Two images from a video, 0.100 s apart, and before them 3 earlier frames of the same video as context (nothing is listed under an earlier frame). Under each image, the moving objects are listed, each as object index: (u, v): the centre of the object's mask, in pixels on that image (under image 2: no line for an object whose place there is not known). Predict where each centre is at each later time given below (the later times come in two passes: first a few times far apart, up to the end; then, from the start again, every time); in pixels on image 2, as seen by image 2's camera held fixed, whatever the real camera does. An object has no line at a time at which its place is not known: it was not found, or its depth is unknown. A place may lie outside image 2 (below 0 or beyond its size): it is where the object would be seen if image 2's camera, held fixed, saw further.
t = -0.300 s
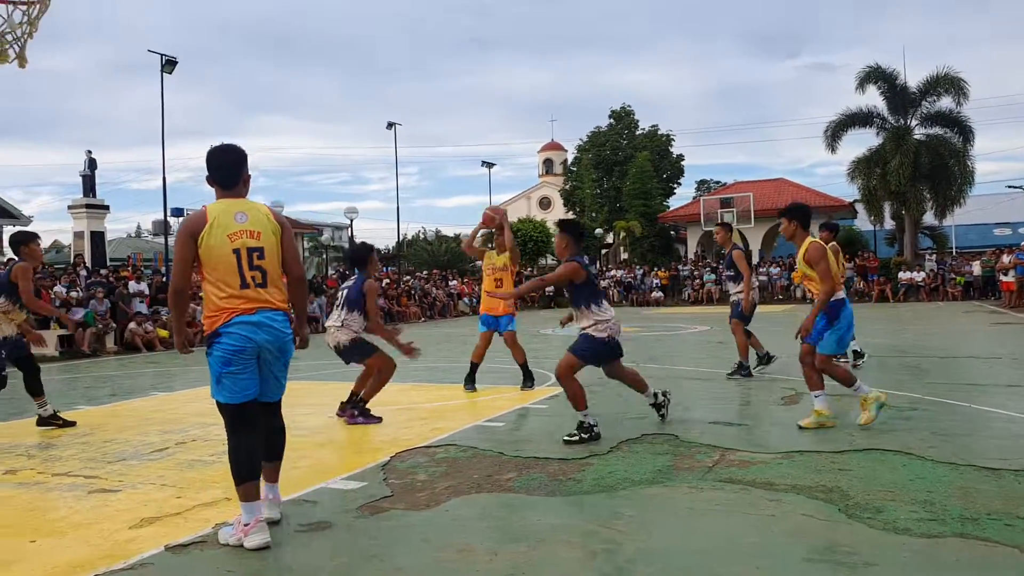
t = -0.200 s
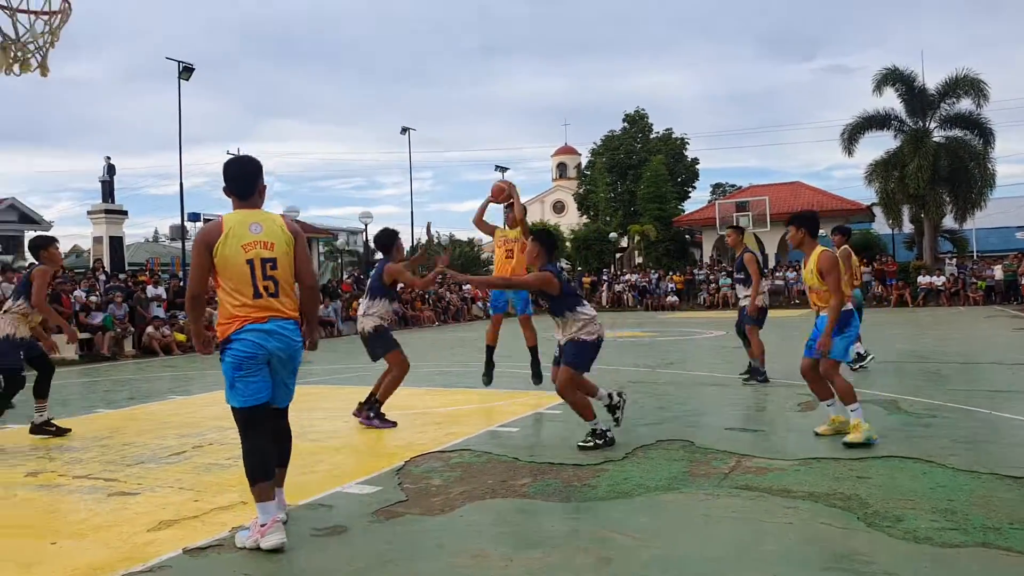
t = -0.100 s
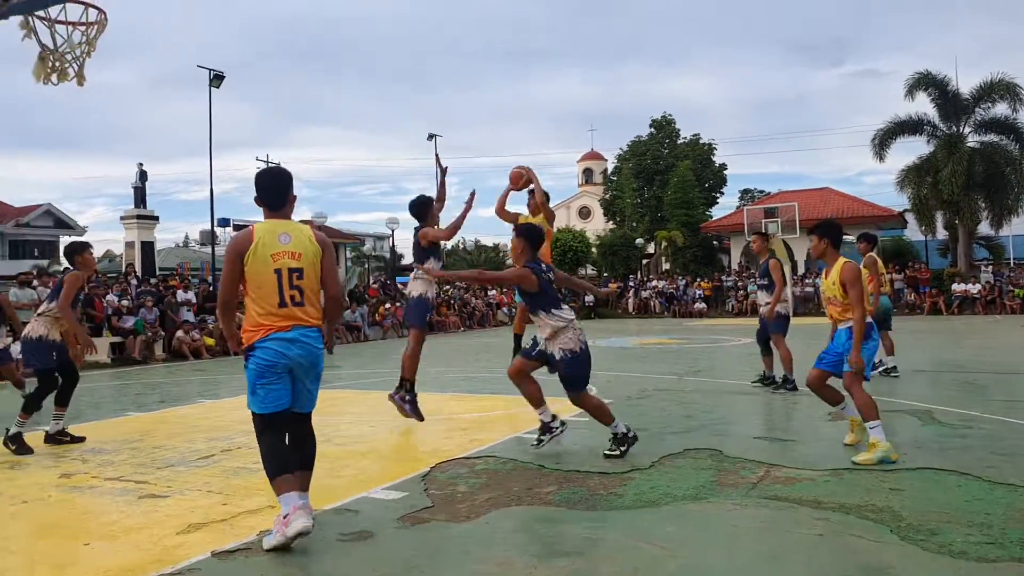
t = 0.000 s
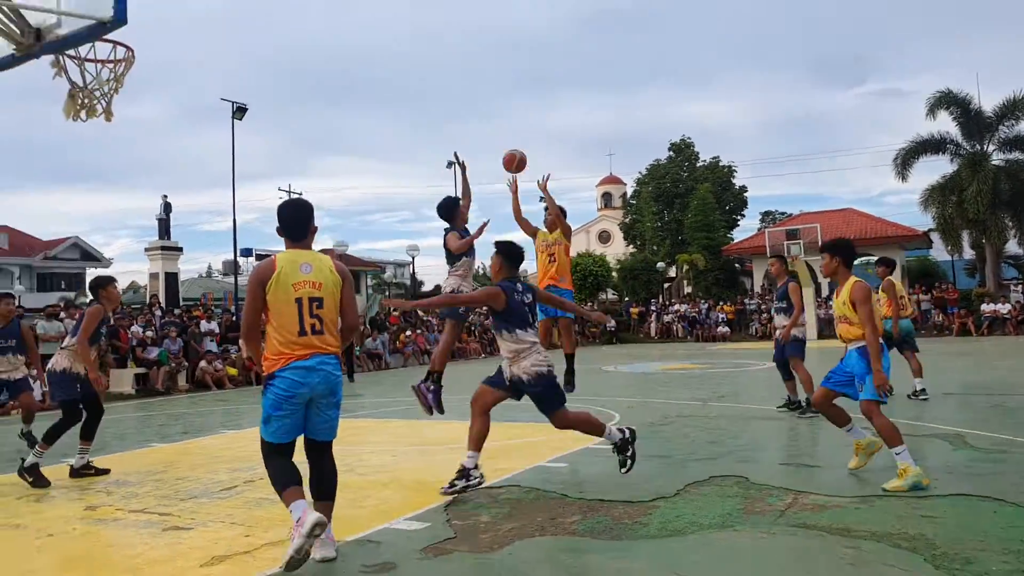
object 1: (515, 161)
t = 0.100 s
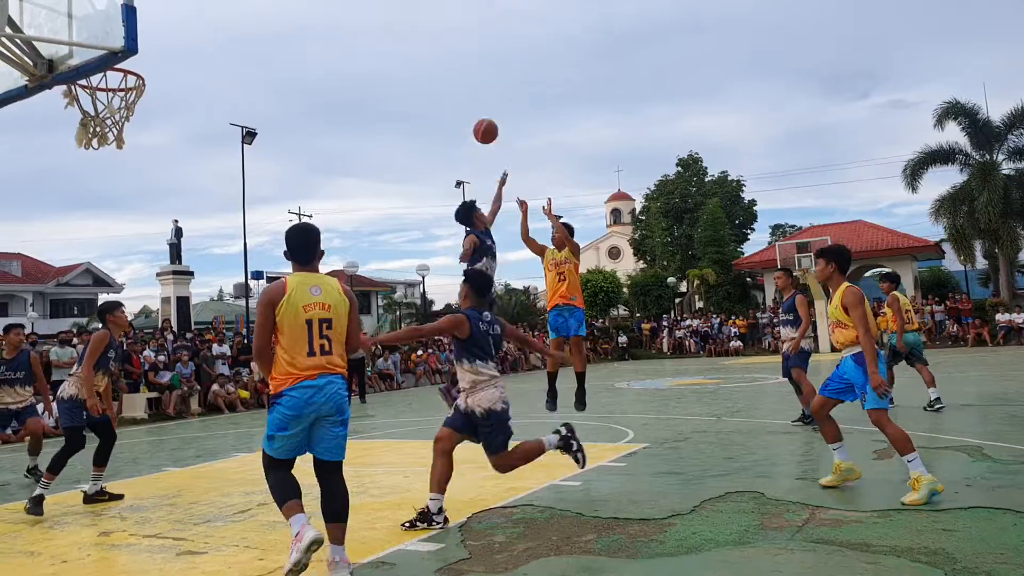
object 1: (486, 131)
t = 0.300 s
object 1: (404, 54)
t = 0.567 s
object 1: (281, 6)
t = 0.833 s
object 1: (139, 44)
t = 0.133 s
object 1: (473, 116)
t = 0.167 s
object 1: (459, 102)
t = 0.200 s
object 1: (446, 89)
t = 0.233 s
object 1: (432, 76)
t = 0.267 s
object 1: (418, 64)
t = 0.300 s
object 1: (404, 54)
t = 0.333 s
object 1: (390, 44)
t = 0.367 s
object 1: (376, 35)
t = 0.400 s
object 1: (361, 28)
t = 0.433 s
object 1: (346, 21)
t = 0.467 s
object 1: (331, 15)
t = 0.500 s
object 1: (314, 11)
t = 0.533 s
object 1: (298, 8)
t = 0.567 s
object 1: (281, 6)
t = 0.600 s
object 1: (264, 5)
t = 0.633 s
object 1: (246, 5)
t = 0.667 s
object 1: (228, 7)
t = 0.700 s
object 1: (209, 11)
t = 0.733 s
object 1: (189, 16)
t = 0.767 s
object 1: (169, 23)
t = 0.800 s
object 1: (149, 32)
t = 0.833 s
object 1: (139, 44)
